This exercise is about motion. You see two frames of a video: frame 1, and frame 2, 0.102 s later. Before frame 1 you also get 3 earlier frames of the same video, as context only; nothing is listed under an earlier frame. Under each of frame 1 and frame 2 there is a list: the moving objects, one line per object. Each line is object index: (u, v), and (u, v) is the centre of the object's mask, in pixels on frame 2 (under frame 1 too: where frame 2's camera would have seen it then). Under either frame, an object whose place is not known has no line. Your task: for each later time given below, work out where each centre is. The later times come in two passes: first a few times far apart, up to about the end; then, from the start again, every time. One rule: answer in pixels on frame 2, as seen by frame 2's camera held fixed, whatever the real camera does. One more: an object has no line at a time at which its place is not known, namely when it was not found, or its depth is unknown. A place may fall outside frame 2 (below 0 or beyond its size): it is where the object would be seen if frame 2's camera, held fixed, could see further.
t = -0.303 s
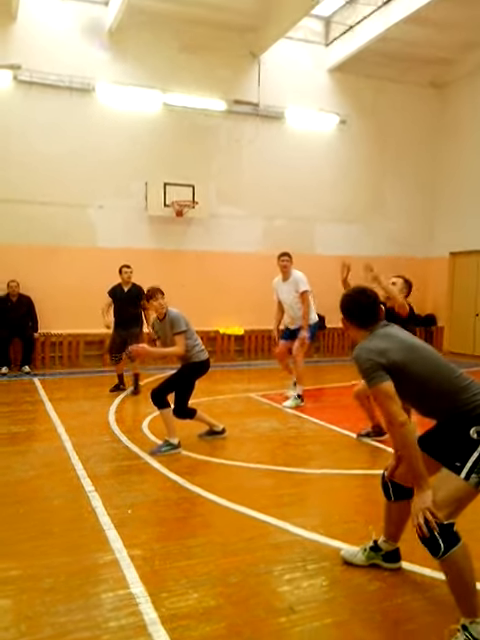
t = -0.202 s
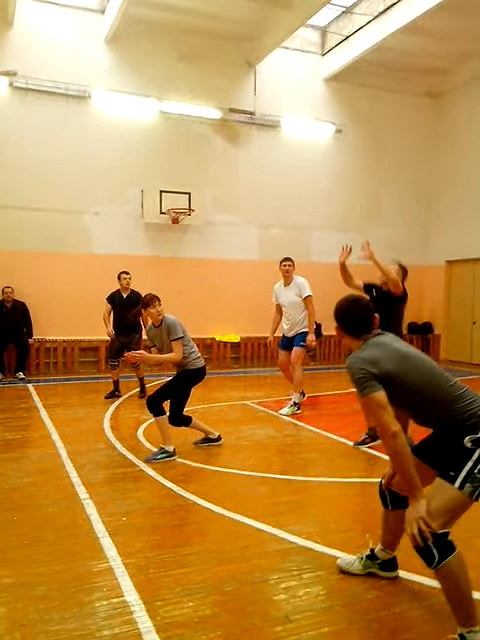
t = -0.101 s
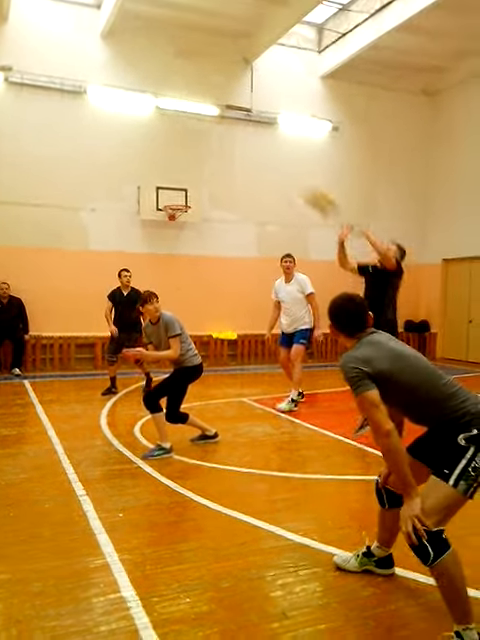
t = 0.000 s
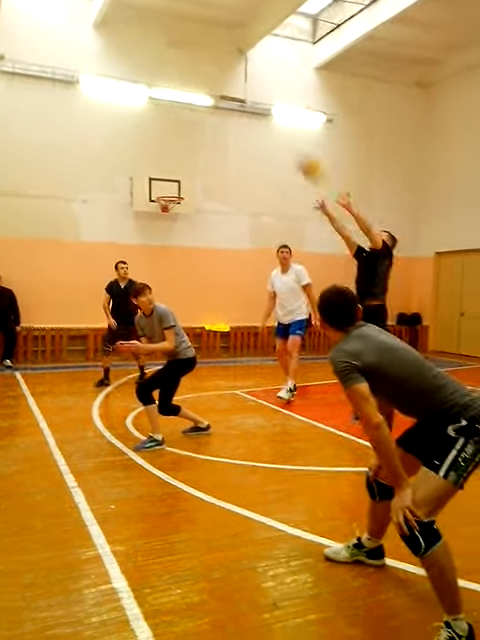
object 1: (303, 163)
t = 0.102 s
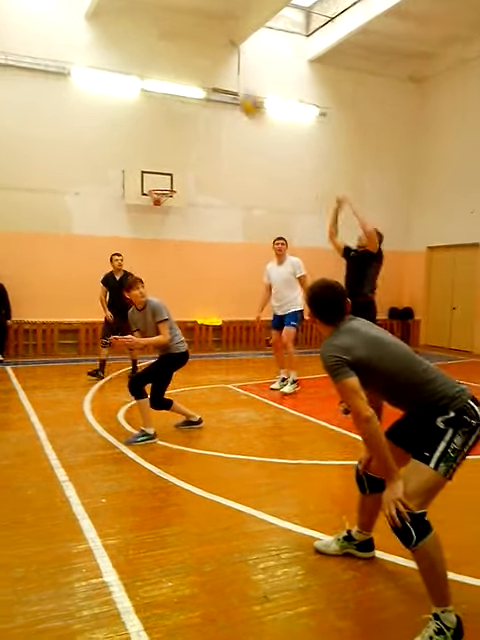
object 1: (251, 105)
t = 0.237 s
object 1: (181, 47)
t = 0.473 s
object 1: (68, 5)
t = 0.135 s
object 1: (234, 88)
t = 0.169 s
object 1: (215, 74)
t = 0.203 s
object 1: (200, 62)
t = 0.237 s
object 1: (181, 47)
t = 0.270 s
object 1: (164, 37)
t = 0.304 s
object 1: (146, 28)
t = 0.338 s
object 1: (131, 20)
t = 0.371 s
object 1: (116, 14)
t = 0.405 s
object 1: (100, 11)
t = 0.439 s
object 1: (84, 8)
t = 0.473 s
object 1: (68, 5)
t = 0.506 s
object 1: (51, 4)
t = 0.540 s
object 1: (35, 5)
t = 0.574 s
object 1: (18, 6)
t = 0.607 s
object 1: (2, 8)
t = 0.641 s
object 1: (-15, 14)
